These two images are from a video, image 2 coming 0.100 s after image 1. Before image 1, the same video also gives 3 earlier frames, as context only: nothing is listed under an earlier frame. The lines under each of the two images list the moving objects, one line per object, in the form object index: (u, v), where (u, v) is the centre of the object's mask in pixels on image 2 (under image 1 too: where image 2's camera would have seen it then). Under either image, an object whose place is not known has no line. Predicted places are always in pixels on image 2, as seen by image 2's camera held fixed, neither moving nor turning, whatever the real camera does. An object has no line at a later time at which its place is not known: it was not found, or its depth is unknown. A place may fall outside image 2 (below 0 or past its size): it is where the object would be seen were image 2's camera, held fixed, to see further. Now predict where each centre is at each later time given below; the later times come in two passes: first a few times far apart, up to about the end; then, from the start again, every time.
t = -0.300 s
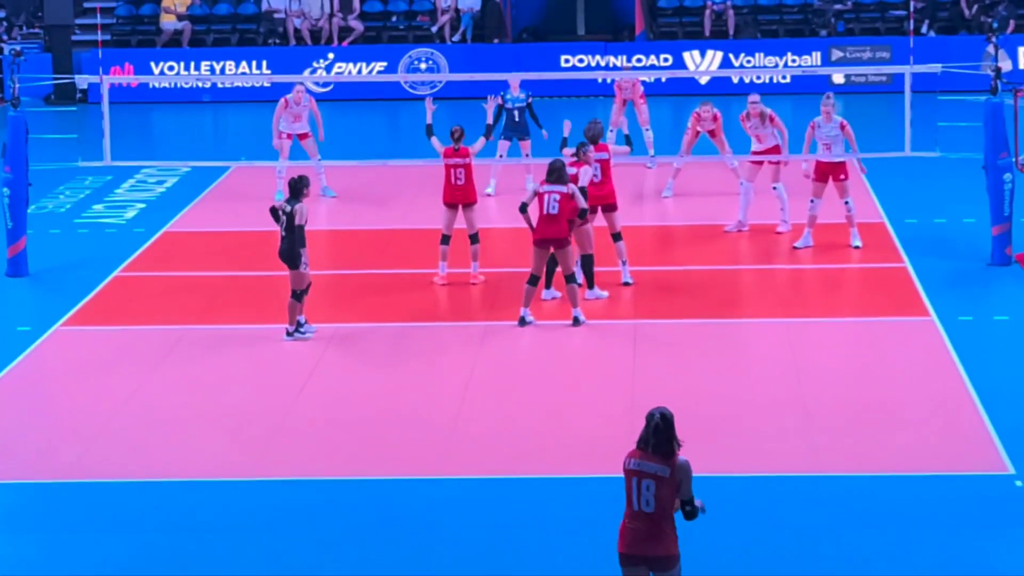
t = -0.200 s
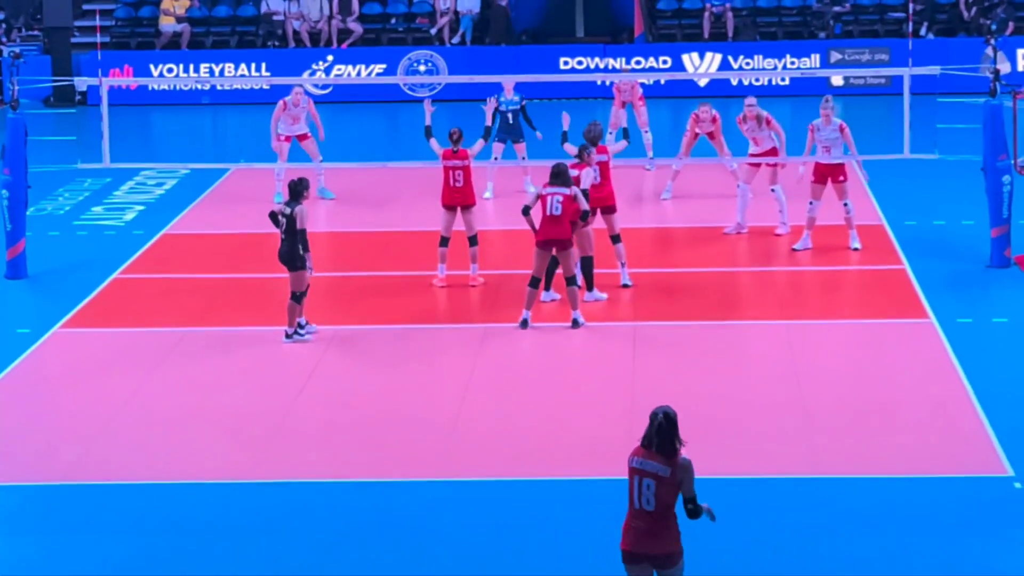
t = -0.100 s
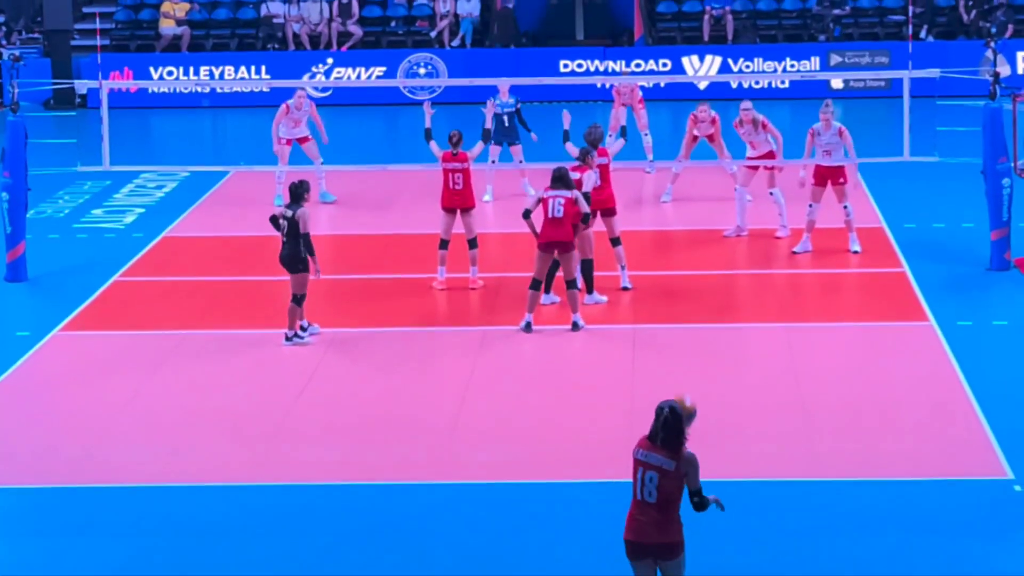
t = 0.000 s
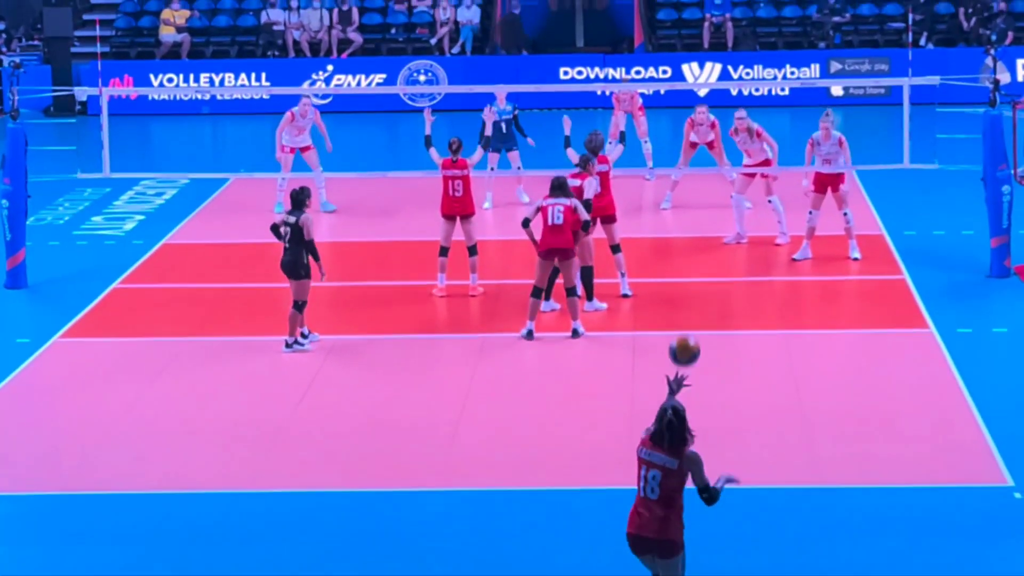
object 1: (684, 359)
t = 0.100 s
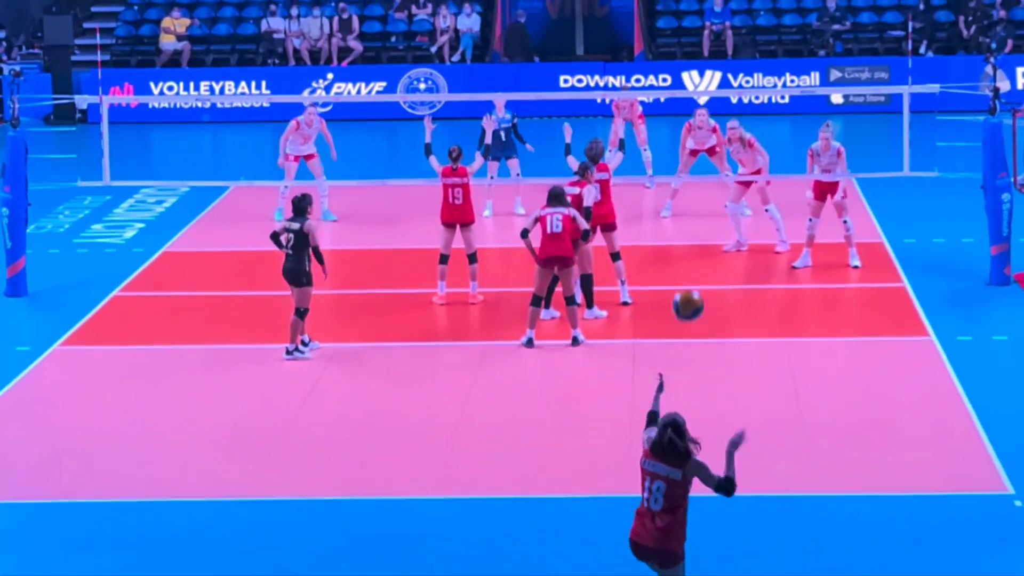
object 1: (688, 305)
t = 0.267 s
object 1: (695, 250)
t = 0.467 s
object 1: (702, 239)
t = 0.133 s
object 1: (689, 291)
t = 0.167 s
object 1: (690, 278)
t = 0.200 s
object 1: (692, 267)
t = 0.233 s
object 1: (693, 258)
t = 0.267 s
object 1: (695, 250)
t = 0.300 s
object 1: (695, 244)
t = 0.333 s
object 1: (697, 240)
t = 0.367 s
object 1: (698, 237)
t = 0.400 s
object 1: (699, 236)
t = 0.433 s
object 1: (701, 237)
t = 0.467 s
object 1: (702, 239)
